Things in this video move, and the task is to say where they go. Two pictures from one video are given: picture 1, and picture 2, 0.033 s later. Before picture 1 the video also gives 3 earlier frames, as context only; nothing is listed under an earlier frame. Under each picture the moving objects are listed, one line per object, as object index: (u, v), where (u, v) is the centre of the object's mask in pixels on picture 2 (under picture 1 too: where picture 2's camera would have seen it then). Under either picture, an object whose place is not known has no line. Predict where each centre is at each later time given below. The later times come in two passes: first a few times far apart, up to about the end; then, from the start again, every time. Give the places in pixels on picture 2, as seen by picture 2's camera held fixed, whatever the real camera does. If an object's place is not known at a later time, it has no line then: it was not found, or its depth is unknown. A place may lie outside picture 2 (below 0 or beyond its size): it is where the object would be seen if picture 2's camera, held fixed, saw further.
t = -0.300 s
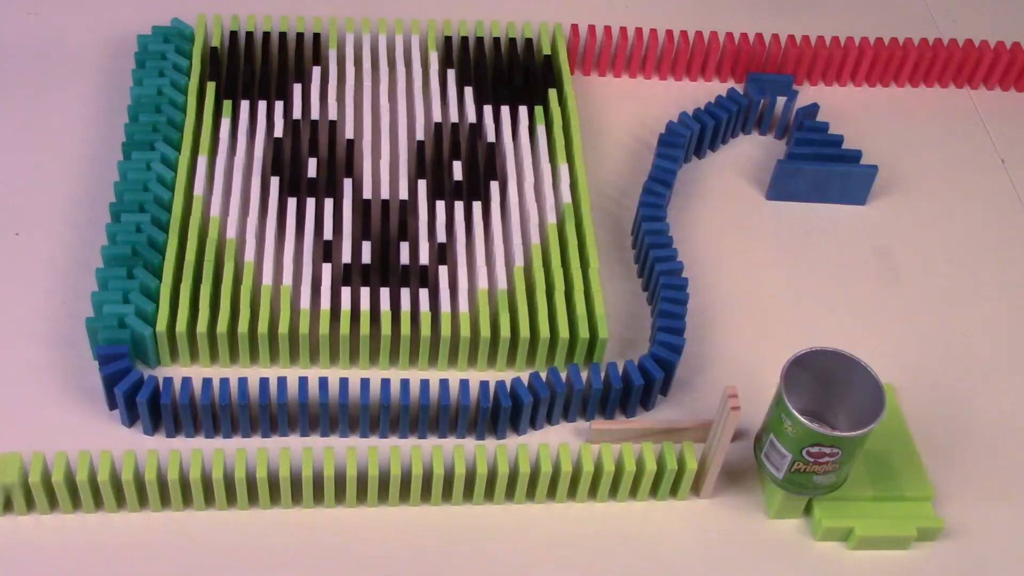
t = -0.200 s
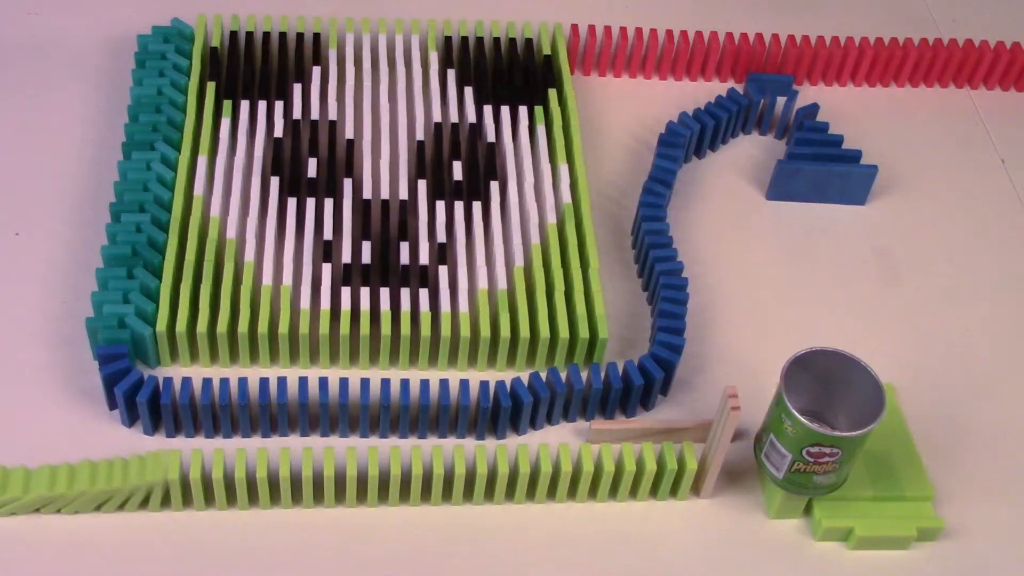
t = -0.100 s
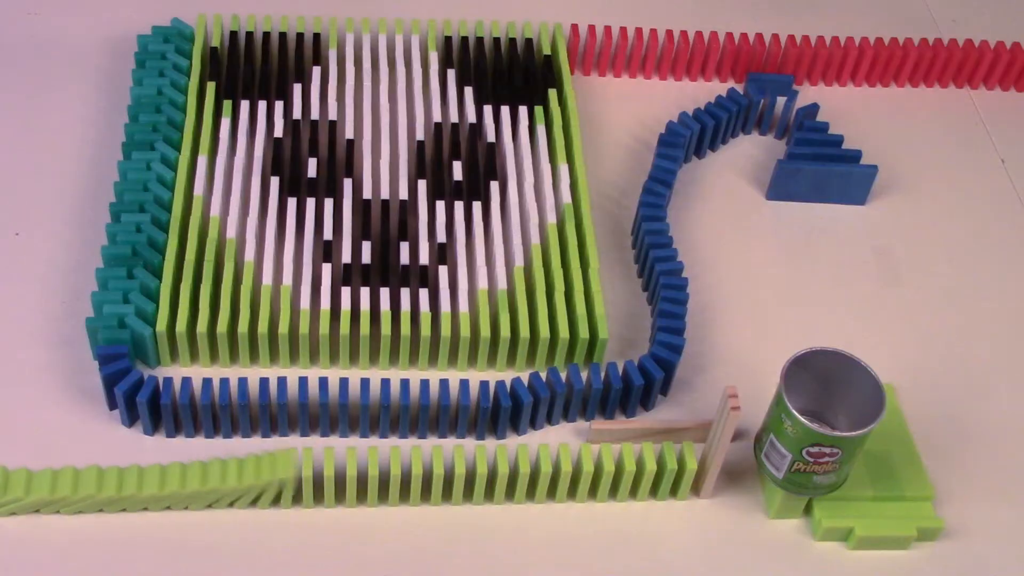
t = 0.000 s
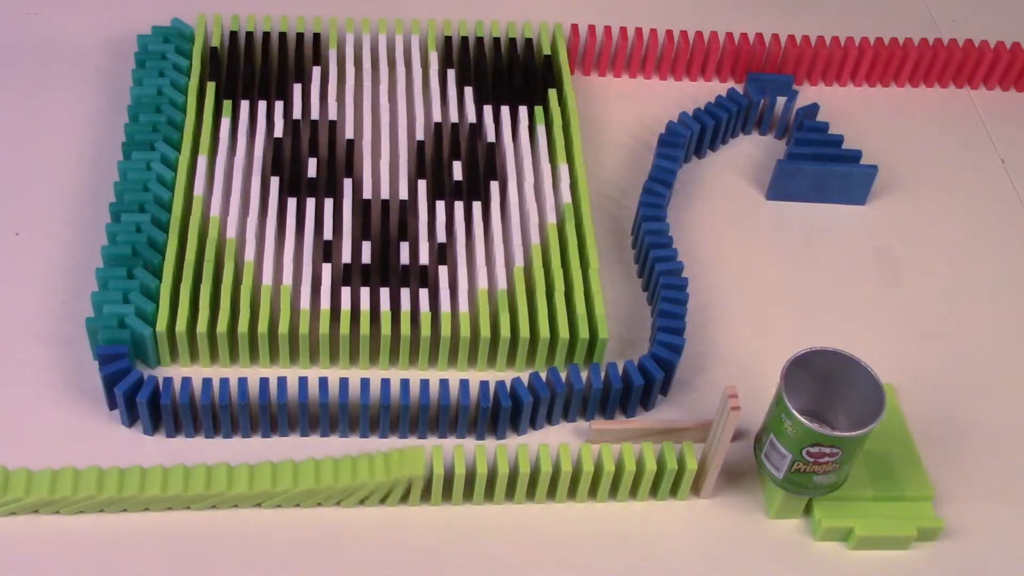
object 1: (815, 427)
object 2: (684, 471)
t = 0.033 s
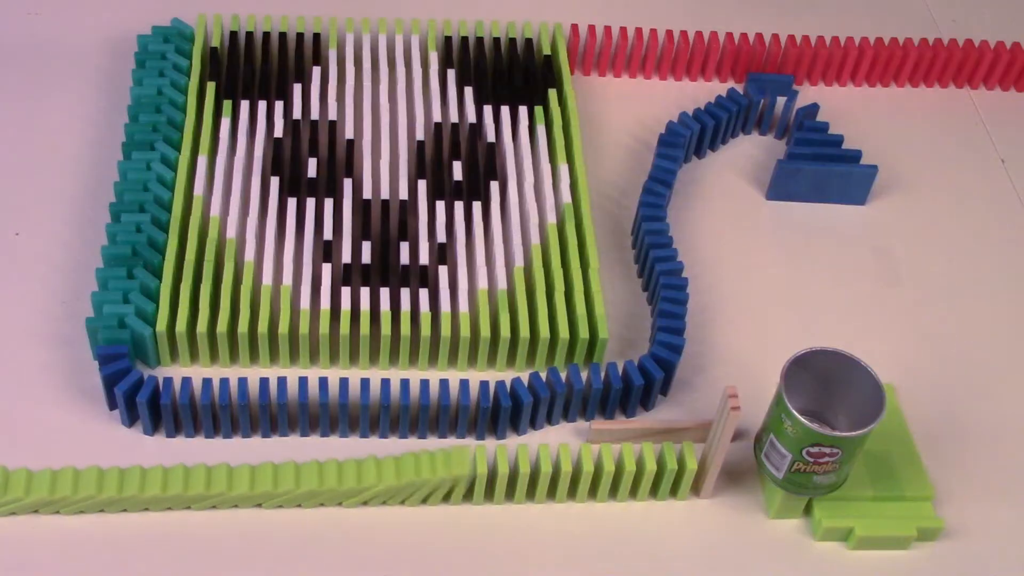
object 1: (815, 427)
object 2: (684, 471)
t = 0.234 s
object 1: (816, 427)
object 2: (694, 470)
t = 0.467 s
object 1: (839, 431)
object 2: (720, 488)
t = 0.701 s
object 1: (901, 432)
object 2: (720, 488)
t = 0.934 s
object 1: (915, 384)
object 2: (720, 488)
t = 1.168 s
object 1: (884, 325)
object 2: (720, 488)
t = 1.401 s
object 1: (851, 264)
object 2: (720, 488)
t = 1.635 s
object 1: (820, 209)
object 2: (720, 487)
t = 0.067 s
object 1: (816, 427)
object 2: (684, 471)
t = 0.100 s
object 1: (815, 427)
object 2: (684, 471)
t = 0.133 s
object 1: (815, 427)
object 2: (684, 471)
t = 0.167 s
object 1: (815, 427)
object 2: (684, 471)
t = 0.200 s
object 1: (815, 427)
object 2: (687, 470)
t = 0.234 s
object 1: (816, 427)
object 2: (694, 470)
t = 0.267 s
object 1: (816, 427)
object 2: (706, 472)
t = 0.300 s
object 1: (816, 427)
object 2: (715, 476)
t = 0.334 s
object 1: (818, 427)
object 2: (718, 480)
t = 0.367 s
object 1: (823, 427)
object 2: (719, 488)
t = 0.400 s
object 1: (830, 428)
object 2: (720, 488)
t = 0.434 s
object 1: (836, 430)
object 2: (720, 488)
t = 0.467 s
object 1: (839, 431)
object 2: (720, 488)
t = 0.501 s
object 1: (845, 434)
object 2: (720, 488)
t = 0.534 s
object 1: (850, 440)
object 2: (720, 488)
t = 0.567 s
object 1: (870, 434)
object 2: (720, 488)
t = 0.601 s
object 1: (874, 433)
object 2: (720, 488)
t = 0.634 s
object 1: (886, 429)
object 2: (720, 488)
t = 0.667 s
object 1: (895, 430)
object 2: (720, 488)
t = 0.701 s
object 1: (901, 432)
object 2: (720, 488)
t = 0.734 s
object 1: (905, 427)
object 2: (720, 488)
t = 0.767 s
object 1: (912, 417)
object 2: (720, 488)
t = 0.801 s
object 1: (915, 412)
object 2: (720, 488)
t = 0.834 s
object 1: (917, 405)
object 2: (720, 488)
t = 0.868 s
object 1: (917, 401)
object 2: (720, 488)
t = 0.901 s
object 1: (917, 393)
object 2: (720, 488)
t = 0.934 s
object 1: (915, 384)
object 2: (720, 488)
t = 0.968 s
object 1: (912, 374)
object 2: (720, 488)
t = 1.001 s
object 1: (910, 369)
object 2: (720, 488)
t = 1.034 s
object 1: (905, 358)
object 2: (720, 488)
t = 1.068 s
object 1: (899, 349)
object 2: (720, 488)
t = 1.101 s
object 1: (894, 340)
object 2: (720, 488)
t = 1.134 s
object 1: (891, 335)
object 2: (720, 488)
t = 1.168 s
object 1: (884, 325)
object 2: (720, 488)
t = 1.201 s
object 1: (878, 315)
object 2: (720, 488)
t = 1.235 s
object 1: (875, 309)
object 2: (720, 488)
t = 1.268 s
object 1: (870, 298)
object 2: (720, 488)
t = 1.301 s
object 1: (864, 288)
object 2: (720, 488)
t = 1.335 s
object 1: (859, 278)
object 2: (720, 488)
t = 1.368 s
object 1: (856, 273)
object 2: (720, 488)
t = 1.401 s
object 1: (851, 264)
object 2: (720, 488)
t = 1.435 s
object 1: (845, 254)
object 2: (720, 488)
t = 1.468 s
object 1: (840, 244)
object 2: (720, 488)
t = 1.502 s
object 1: (837, 240)
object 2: (720, 488)
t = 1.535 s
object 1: (832, 231)
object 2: (720, 488)
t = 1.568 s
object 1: (827, 221)
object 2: (720, 488)
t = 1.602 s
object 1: (822, 212)
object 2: (720, 487)
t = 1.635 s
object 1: (820, 209)
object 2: (720, 487)
